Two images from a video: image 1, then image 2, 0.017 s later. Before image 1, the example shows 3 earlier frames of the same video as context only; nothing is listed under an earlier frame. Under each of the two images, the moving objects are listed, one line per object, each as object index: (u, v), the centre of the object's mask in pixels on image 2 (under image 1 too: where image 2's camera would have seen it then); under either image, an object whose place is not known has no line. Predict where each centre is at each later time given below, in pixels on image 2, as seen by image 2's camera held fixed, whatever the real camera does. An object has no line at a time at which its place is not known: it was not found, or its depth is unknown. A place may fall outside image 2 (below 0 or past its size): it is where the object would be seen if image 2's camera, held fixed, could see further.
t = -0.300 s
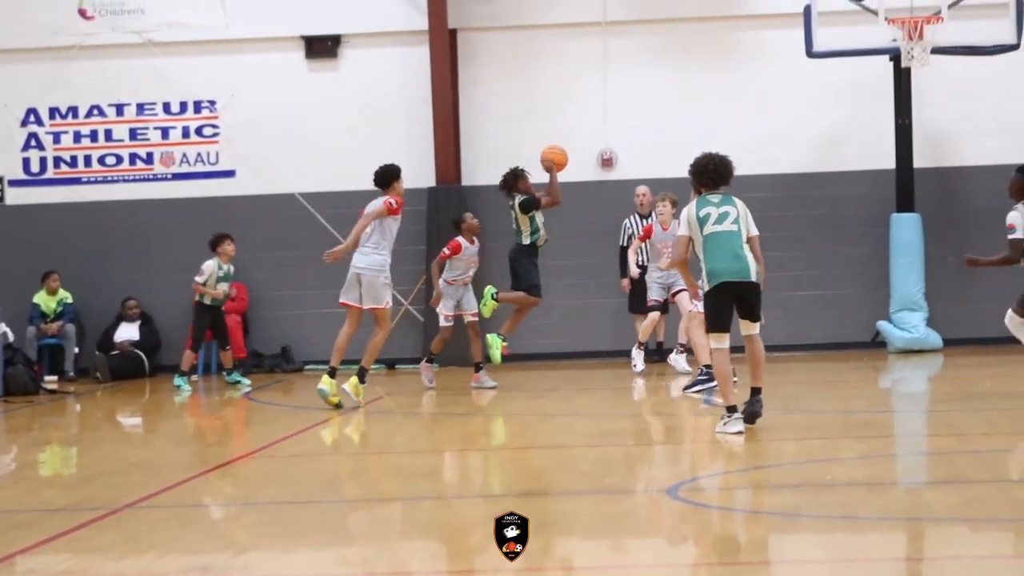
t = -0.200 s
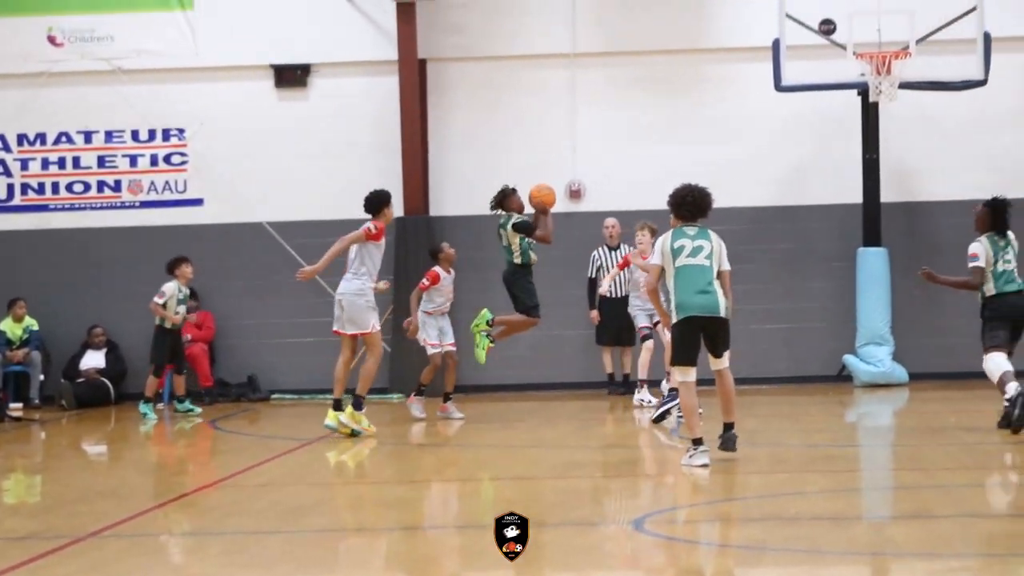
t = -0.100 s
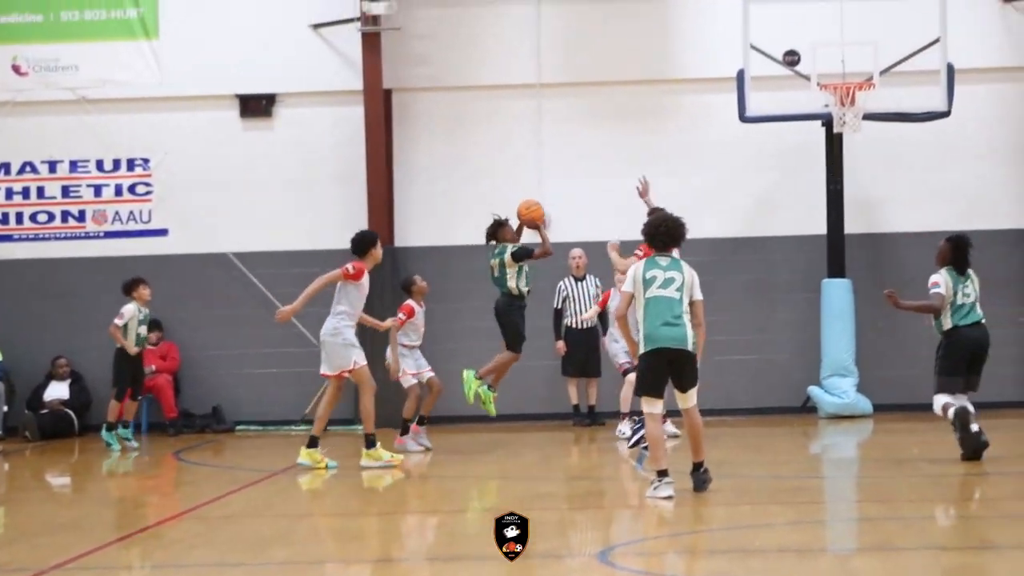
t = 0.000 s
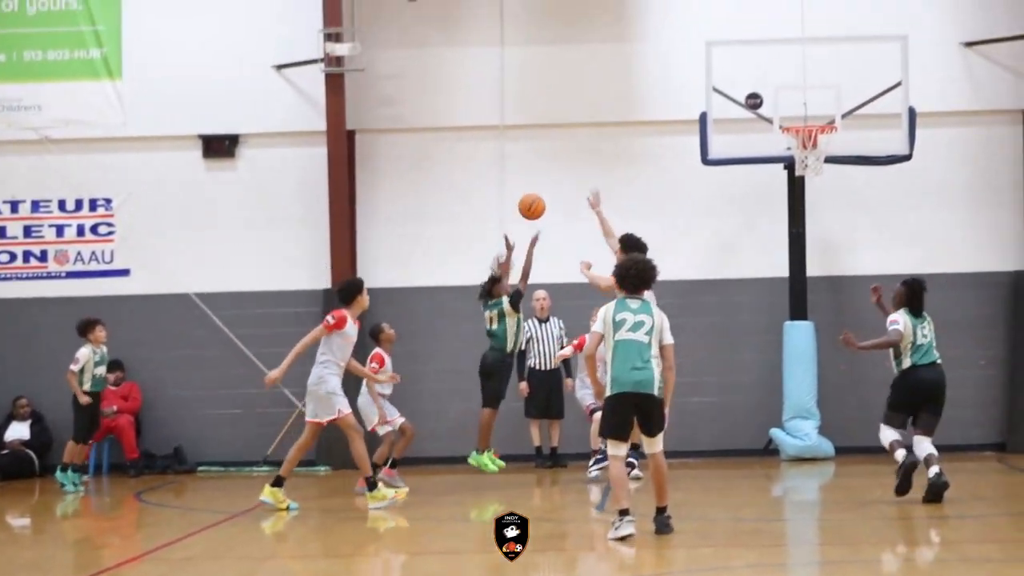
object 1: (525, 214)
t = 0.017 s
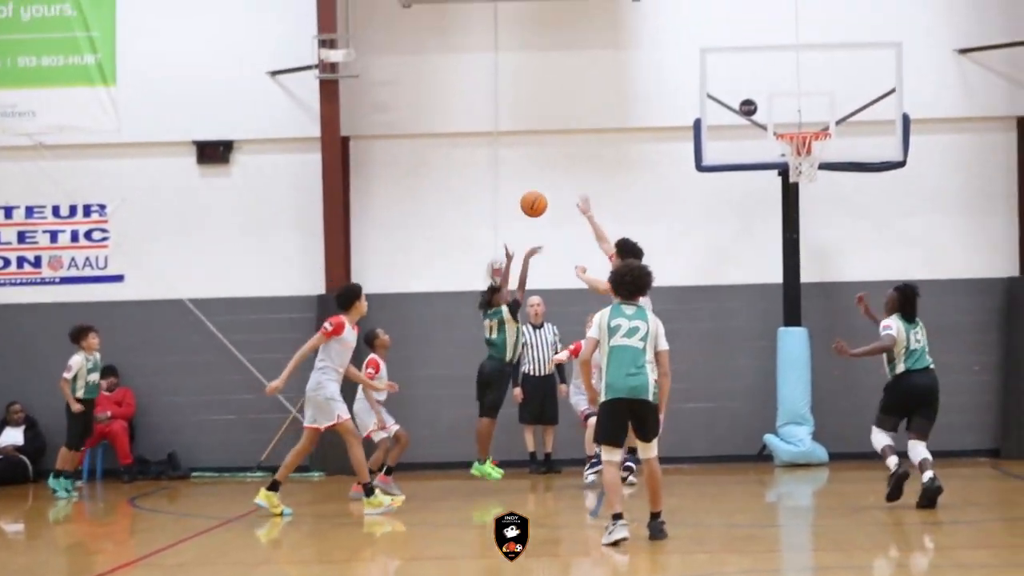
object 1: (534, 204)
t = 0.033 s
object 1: (542, 194)
